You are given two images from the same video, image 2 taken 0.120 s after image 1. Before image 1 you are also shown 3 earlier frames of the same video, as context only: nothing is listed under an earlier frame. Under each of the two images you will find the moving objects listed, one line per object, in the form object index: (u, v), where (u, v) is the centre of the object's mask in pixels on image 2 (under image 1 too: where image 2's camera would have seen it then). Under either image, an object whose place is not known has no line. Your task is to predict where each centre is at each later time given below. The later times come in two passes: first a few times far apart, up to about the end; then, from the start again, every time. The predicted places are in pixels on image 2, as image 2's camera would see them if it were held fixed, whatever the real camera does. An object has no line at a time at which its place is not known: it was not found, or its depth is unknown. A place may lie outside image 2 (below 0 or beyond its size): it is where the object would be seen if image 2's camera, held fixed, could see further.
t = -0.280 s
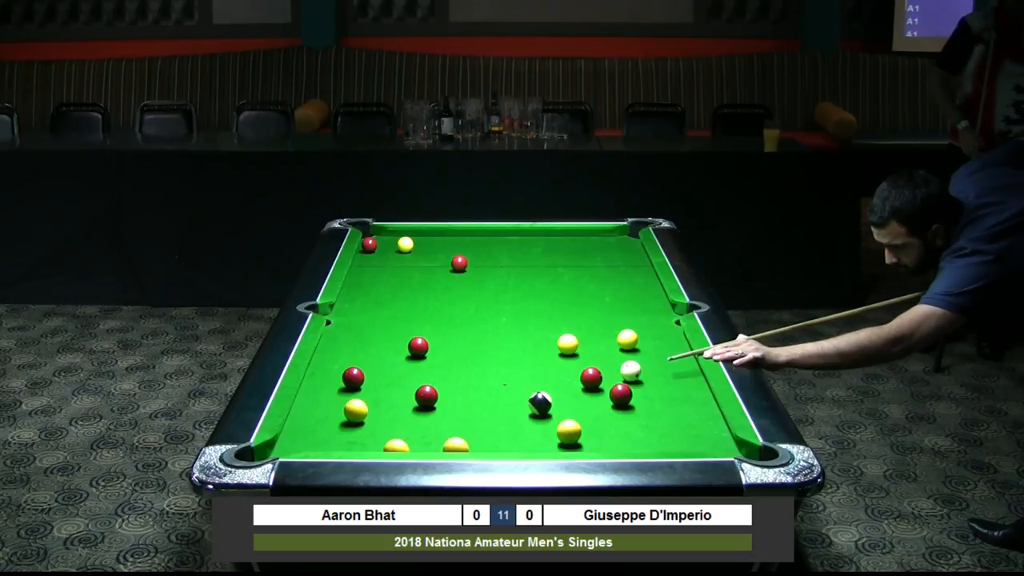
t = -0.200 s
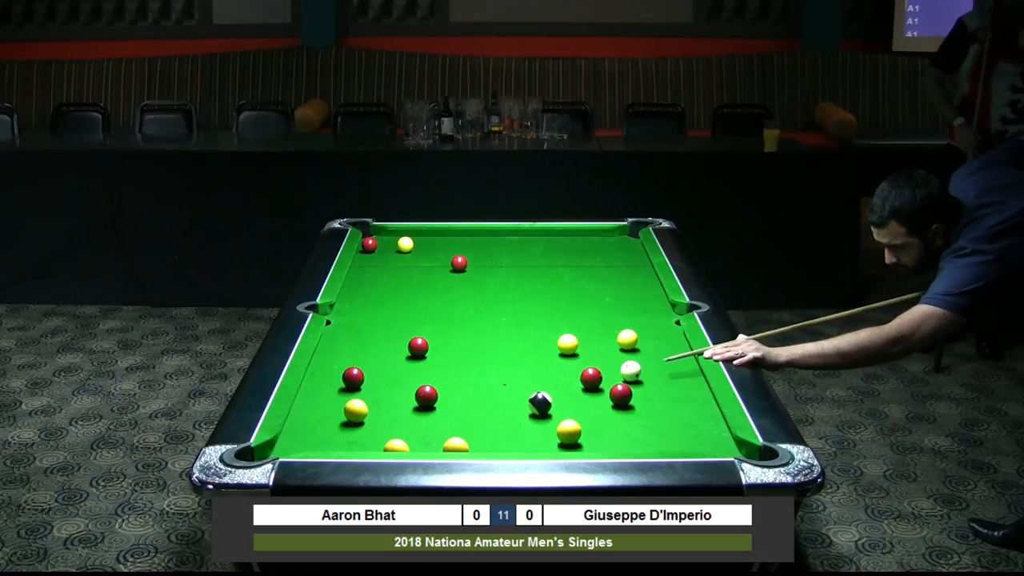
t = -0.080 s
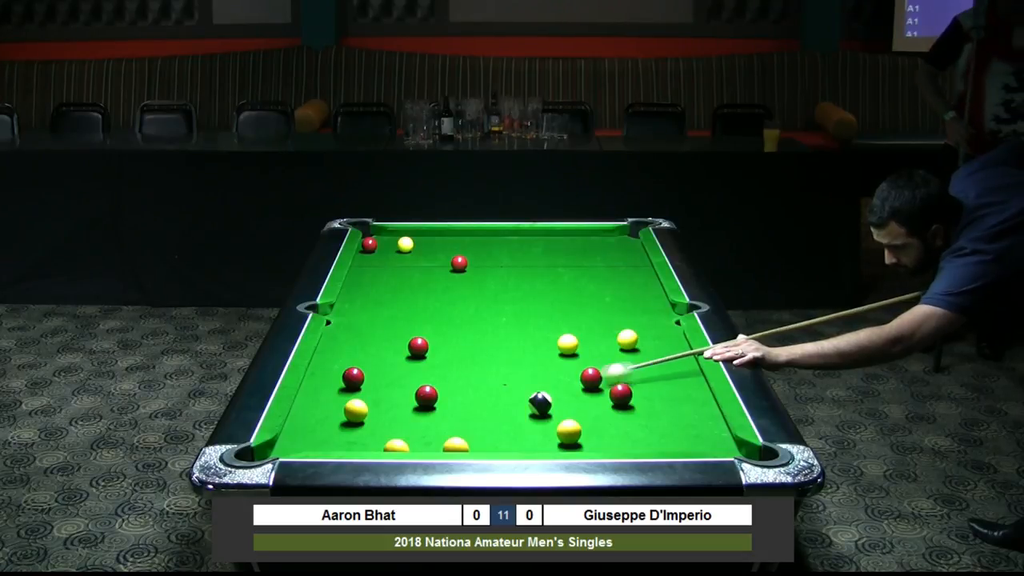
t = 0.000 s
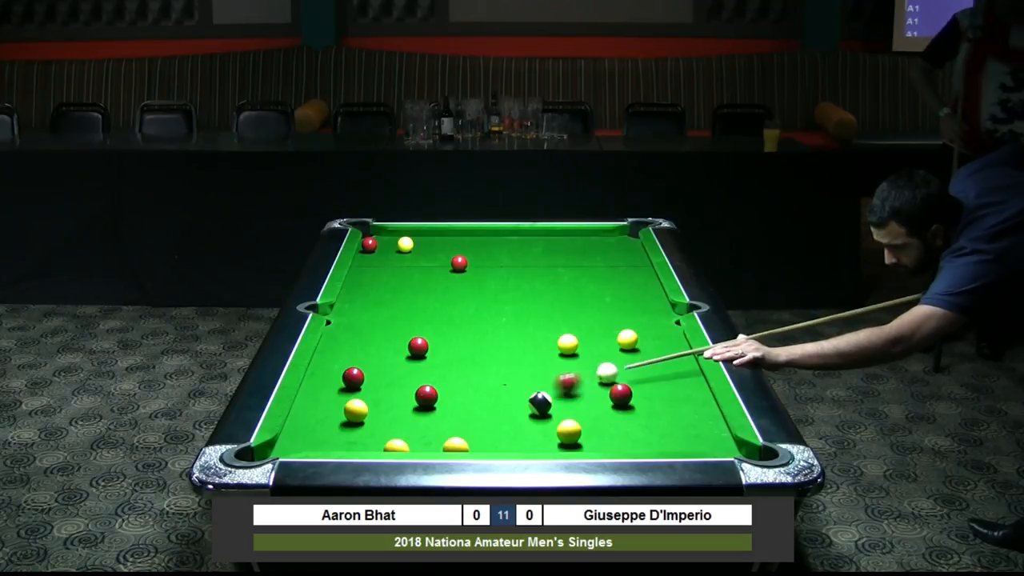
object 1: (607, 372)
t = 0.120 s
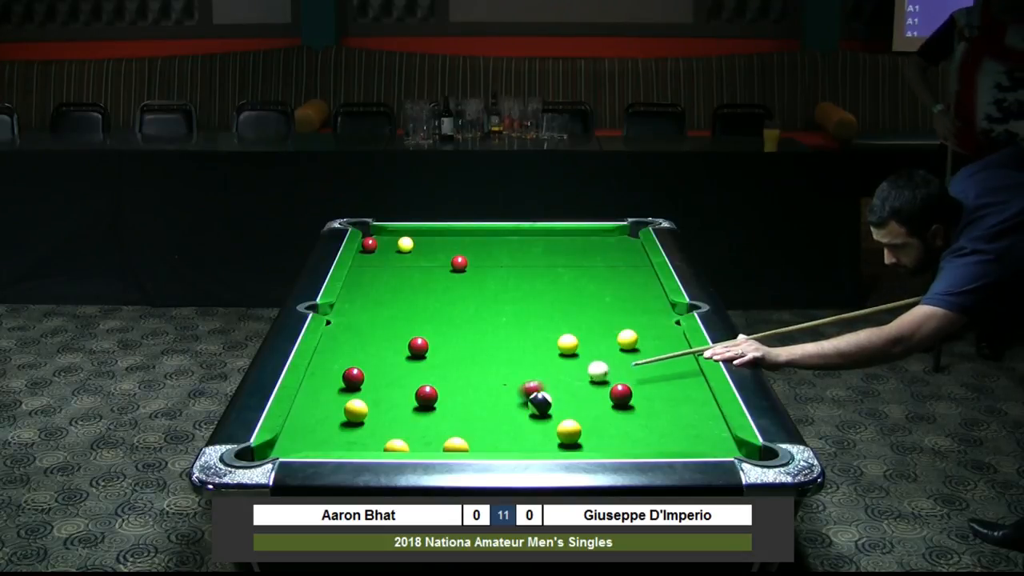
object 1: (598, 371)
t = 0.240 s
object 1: (589, 369)
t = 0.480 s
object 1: (573, 367)
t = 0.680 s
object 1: (562, 365)
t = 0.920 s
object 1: (550, 364)
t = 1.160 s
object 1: (541, 362)
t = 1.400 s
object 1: (533, 361)
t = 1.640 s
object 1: (528, 360)
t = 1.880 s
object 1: (525, 360)
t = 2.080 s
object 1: (524, 360)
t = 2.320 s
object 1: (524, 360)
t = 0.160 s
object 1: (595, 370)
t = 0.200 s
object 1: (592, 370)
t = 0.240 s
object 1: (589, 369)
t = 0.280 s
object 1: (586, 369)
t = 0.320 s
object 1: (584, 369)
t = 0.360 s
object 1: (581, 368)
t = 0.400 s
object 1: (578, 368)
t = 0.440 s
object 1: (576, 367)
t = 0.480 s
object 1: (573, 367)
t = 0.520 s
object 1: (571, 367)
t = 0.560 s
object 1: (569, 366)
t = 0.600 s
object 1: (566, 366)
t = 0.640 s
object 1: (564, 366)
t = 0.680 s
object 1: (562, 365)
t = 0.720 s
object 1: (560, 365)
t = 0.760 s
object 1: (558, 365)
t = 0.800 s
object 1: (556, 364)
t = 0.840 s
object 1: (554, 364)
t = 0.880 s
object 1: (552, 364)
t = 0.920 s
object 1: (550, 364)
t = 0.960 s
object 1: (548, 363)
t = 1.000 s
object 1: (547, 363)
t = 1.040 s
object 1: (545, 363)
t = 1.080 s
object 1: (544, 363)
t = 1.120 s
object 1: (542, 362)
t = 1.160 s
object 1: (541, 362)
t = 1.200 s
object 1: (539, 362)
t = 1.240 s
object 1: (538, 362)
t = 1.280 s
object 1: (537, 362)
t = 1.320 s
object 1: (536, 362)
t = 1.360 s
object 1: (535, 361)
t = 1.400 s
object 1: (533, 361)
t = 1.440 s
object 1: (532, 361)
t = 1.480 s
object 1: (531, 361)
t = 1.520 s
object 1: (530, 361)
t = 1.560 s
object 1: (530, 360)
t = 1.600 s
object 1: (529, 360)
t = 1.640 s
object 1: (528, 360)
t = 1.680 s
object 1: (527, 361)
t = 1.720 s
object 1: (527, 360)
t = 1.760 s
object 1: (526, 360)
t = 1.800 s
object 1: (526, 360)
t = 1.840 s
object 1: (525, 360)
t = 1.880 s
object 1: (525, 360)
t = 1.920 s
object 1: (525, 360)
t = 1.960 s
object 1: (525, 360)
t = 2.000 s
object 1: (525, 360)
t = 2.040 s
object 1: (524, 360)
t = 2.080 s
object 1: (524, 360)
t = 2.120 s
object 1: (524, 360)
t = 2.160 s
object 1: (524, 360)
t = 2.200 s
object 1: (524, 360)
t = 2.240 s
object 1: (524, 360)
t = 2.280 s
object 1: (524, 360)
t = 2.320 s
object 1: (524, 360)
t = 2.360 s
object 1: (524, 360)
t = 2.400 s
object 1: (524, 360)
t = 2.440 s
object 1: (524, 360)
